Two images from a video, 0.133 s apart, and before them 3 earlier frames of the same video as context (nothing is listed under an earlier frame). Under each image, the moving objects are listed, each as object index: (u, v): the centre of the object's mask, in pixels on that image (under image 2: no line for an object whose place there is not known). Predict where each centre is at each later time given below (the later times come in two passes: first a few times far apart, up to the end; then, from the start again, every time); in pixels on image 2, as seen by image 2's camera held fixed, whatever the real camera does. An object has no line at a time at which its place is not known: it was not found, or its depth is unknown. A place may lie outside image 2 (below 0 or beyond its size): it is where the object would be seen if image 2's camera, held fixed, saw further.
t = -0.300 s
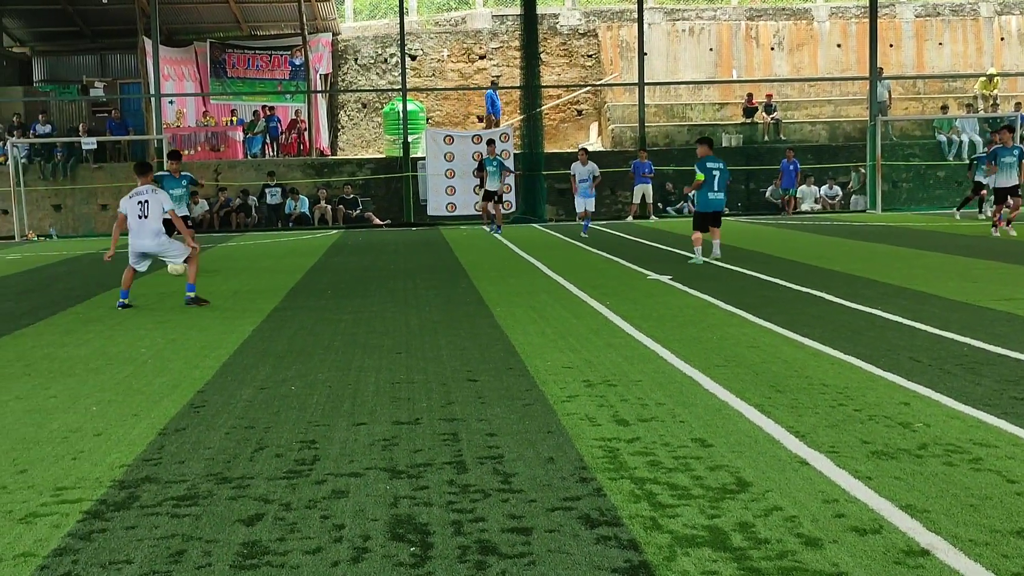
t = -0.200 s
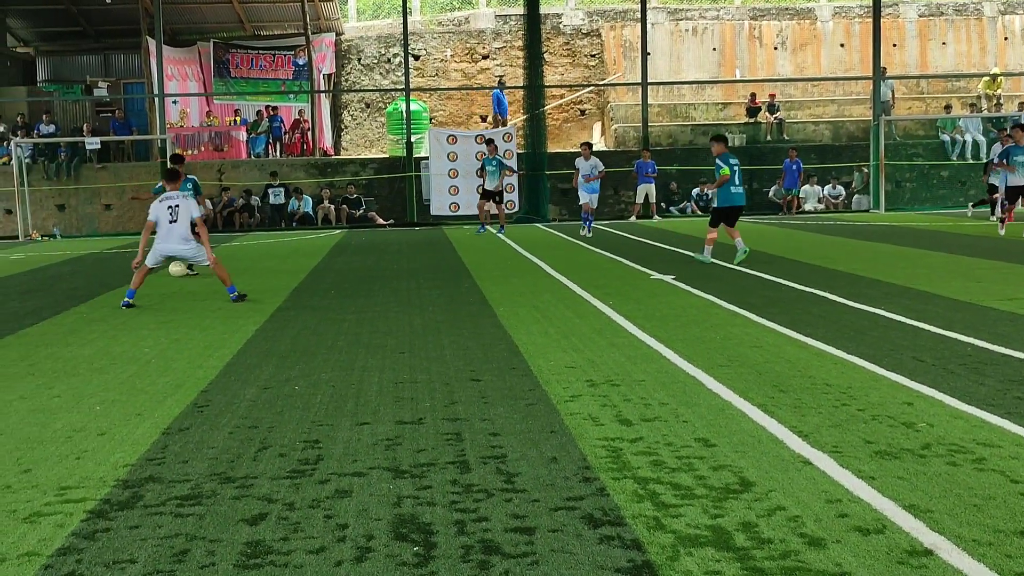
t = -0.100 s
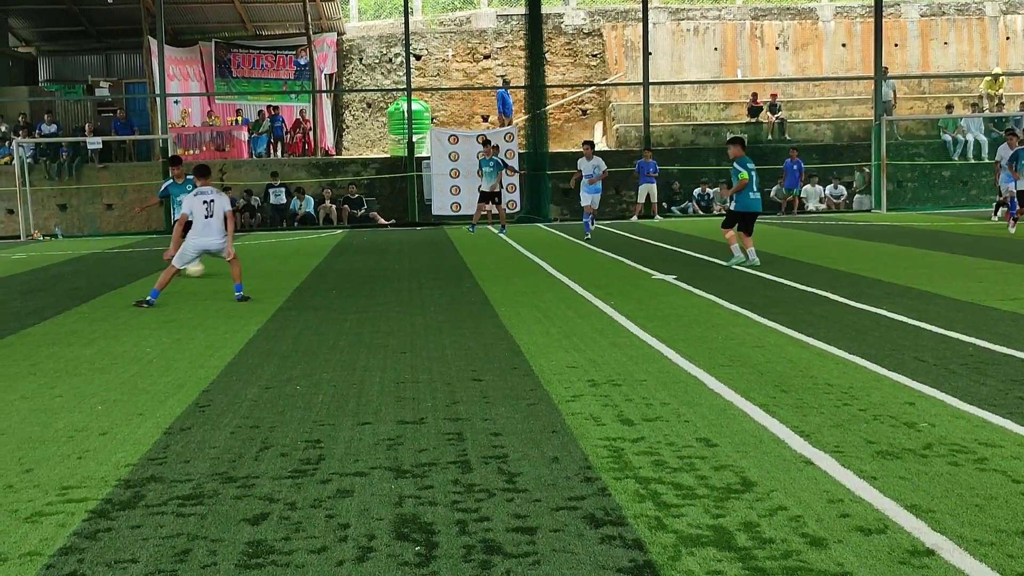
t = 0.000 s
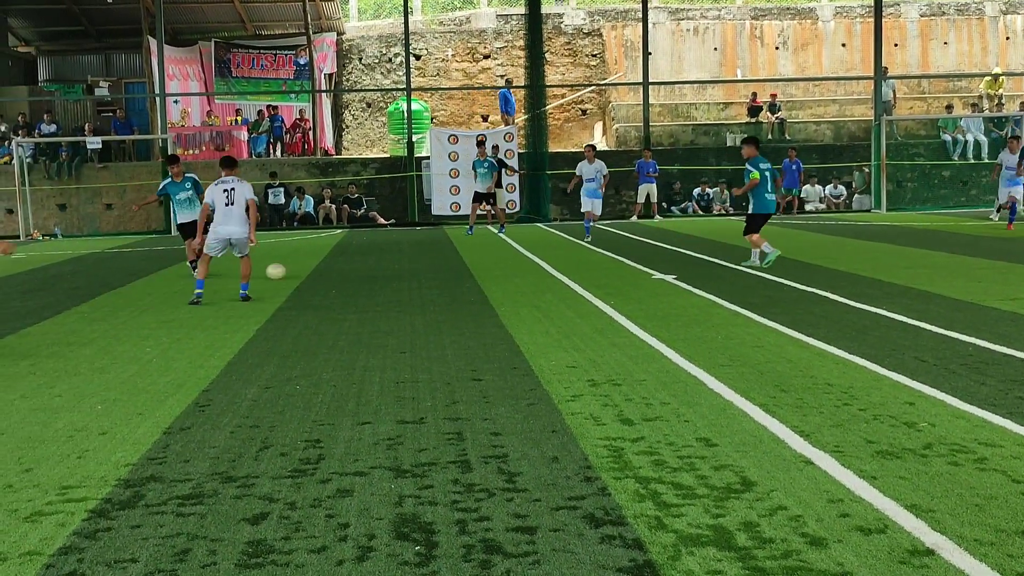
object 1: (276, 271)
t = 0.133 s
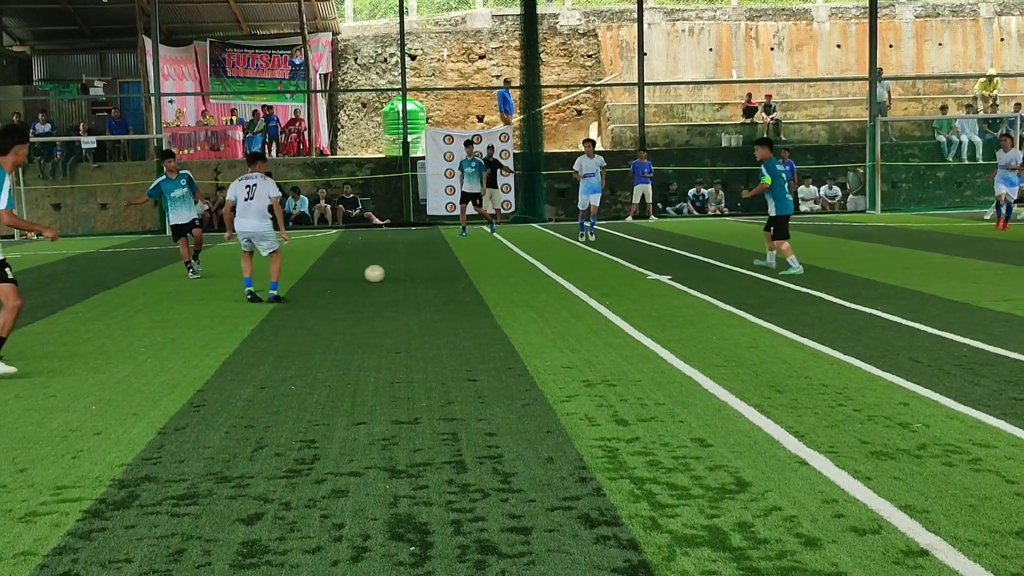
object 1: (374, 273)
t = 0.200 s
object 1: (423, 273)
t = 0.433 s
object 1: (587, 275)
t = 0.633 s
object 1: (722, 276)
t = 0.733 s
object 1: (790, 277)
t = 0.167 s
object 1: (399, 273)
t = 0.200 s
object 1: (423, 273)
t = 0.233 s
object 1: (448, 274)
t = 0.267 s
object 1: (472, 274)
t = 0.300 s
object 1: (495, 273)
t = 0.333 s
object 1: (518, 273)
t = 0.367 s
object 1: (542, 274)
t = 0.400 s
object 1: (565, 275)
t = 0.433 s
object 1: (587, 275)
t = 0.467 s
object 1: (609, 275)
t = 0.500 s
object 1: (631, 275)
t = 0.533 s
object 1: (654, 275)
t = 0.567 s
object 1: (676, 275)
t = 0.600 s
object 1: (699, 276)
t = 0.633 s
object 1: (722, 276)
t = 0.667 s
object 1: (744, 276)
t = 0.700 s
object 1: (767, 277)
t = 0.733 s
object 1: (790, 277)
